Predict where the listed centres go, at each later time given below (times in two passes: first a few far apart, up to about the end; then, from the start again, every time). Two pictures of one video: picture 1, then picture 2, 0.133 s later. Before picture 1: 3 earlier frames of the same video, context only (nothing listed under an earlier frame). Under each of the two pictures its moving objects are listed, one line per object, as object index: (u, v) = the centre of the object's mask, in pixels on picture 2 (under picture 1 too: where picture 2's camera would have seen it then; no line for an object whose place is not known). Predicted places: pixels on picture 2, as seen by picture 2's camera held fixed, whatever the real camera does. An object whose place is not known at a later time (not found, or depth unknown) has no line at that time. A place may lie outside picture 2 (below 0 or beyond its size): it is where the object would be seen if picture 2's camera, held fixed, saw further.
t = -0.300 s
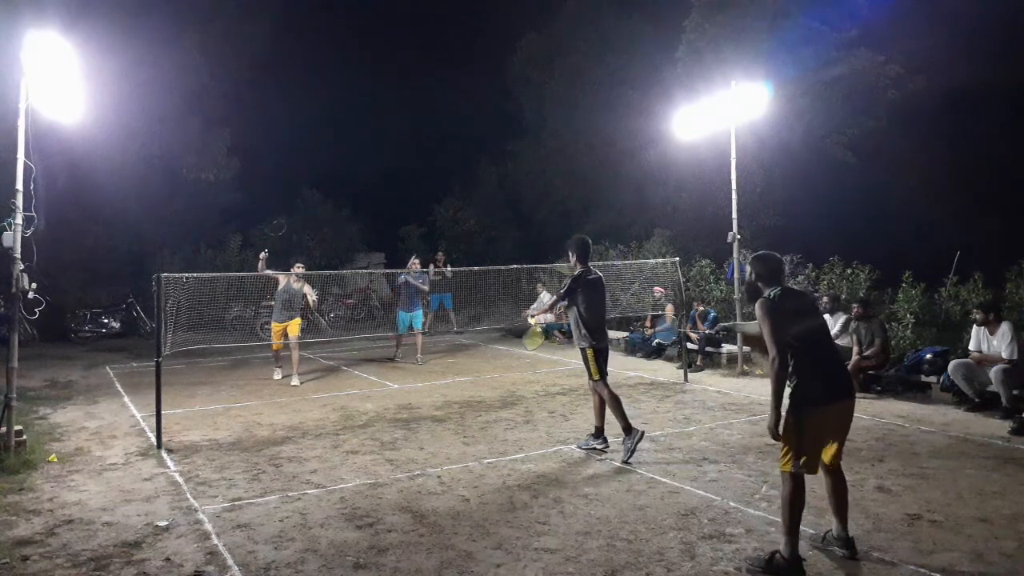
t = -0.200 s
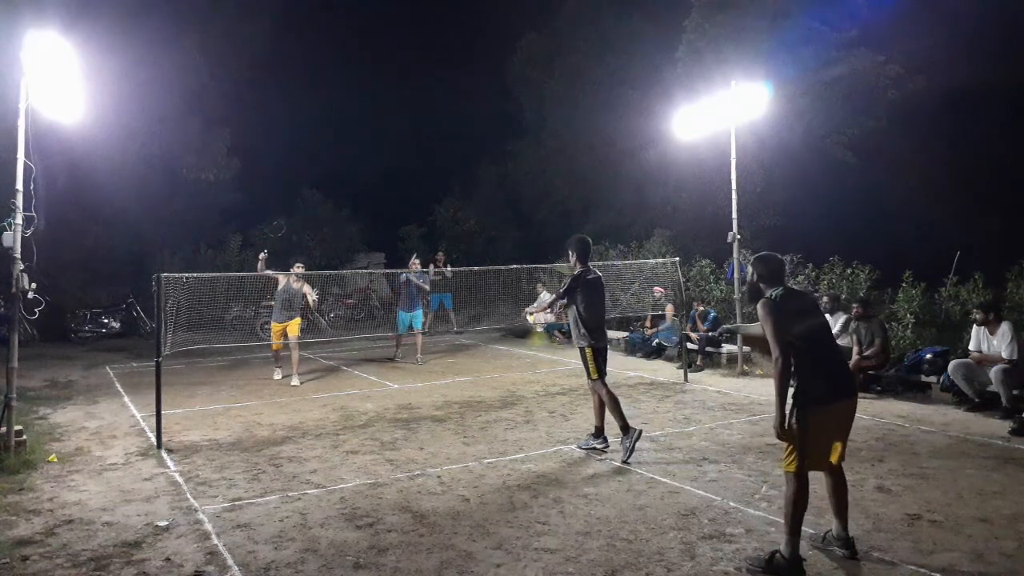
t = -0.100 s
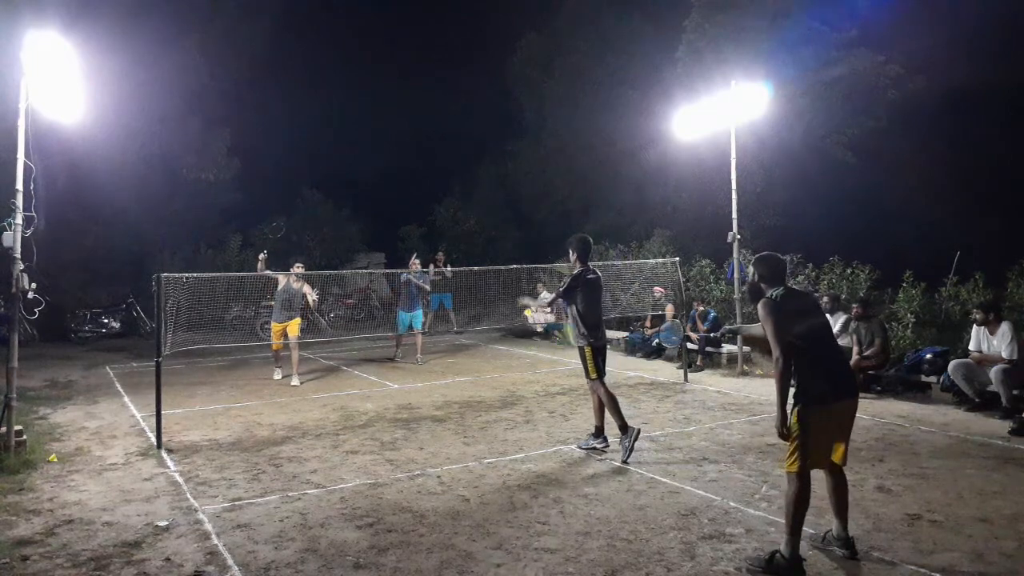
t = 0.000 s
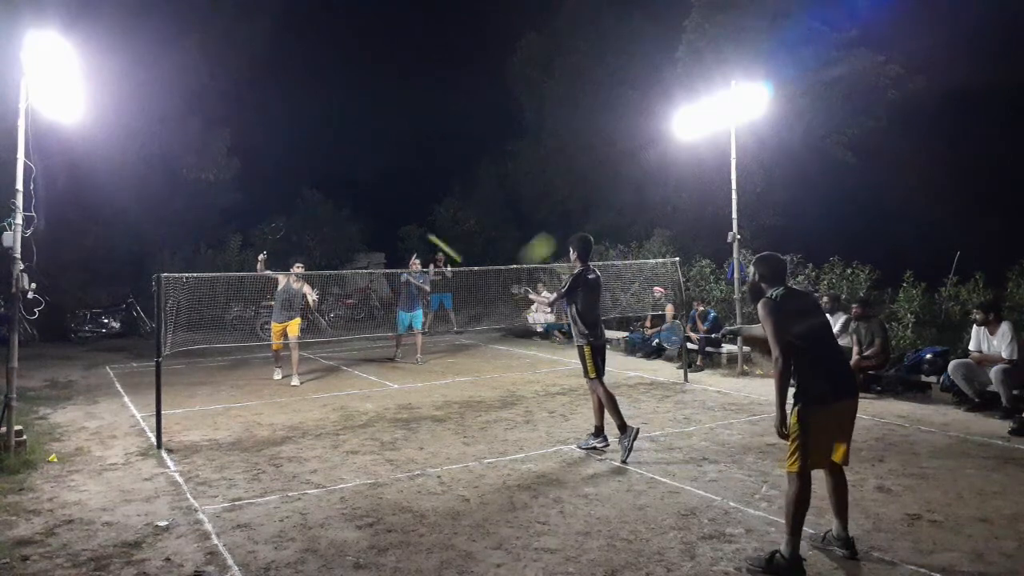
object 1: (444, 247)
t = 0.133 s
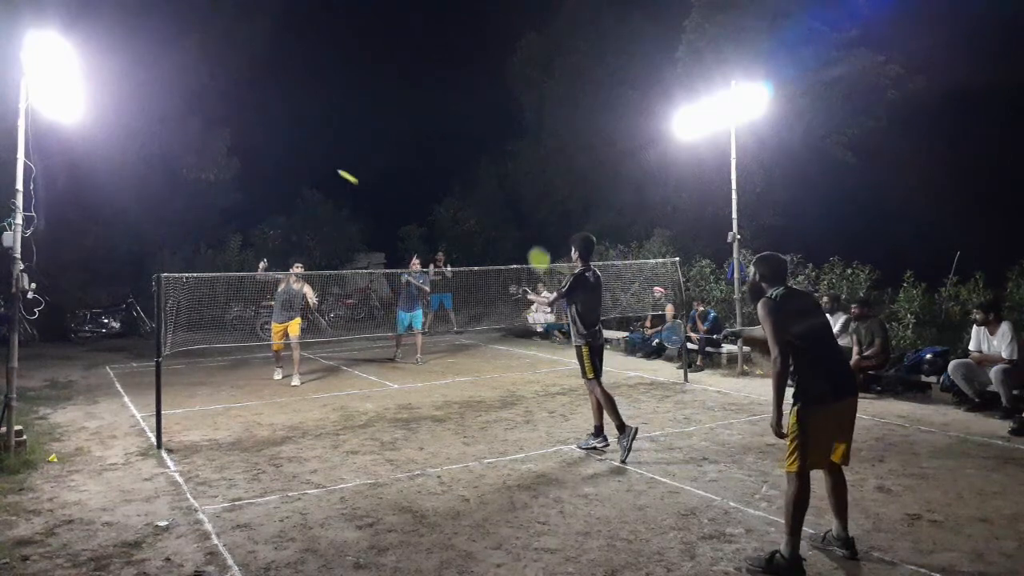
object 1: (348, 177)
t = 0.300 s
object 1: (284, 144)
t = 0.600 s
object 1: (224, 153)
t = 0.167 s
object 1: (332, 167)
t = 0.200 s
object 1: (317, 159)
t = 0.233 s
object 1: (305, 153)
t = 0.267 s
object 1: (294, 148)
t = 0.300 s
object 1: (284, 144)
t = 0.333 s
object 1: (274, 141)
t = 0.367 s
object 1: (266, 140)
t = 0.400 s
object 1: (258, 140)
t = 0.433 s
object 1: (251, 140)
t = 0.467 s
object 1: (245, 141)
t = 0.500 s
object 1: (239, 143)
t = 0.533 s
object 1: (233, 146)
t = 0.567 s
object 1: (229, 149)
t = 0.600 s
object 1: (224, 153)
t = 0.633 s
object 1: (220, 157)
